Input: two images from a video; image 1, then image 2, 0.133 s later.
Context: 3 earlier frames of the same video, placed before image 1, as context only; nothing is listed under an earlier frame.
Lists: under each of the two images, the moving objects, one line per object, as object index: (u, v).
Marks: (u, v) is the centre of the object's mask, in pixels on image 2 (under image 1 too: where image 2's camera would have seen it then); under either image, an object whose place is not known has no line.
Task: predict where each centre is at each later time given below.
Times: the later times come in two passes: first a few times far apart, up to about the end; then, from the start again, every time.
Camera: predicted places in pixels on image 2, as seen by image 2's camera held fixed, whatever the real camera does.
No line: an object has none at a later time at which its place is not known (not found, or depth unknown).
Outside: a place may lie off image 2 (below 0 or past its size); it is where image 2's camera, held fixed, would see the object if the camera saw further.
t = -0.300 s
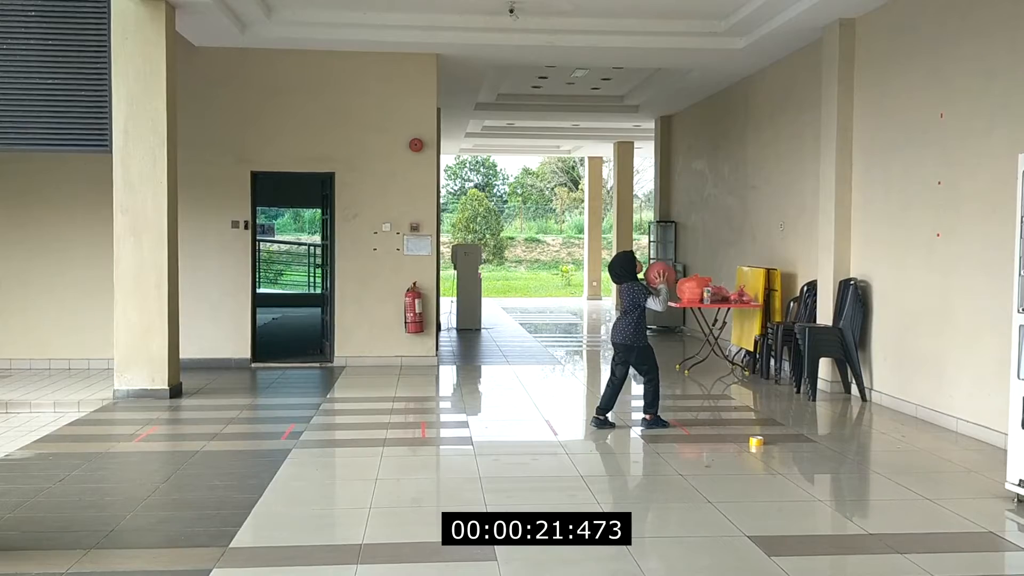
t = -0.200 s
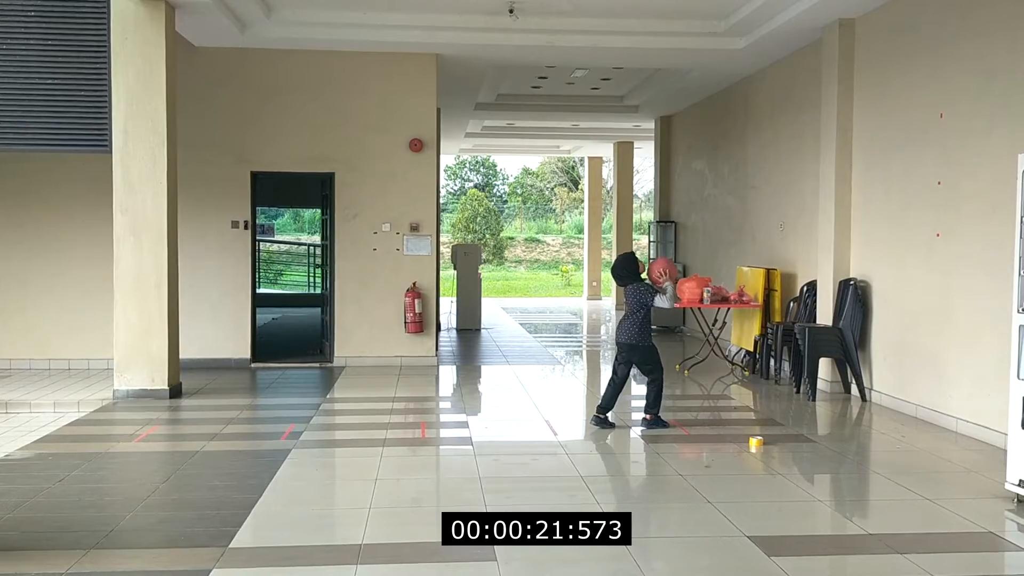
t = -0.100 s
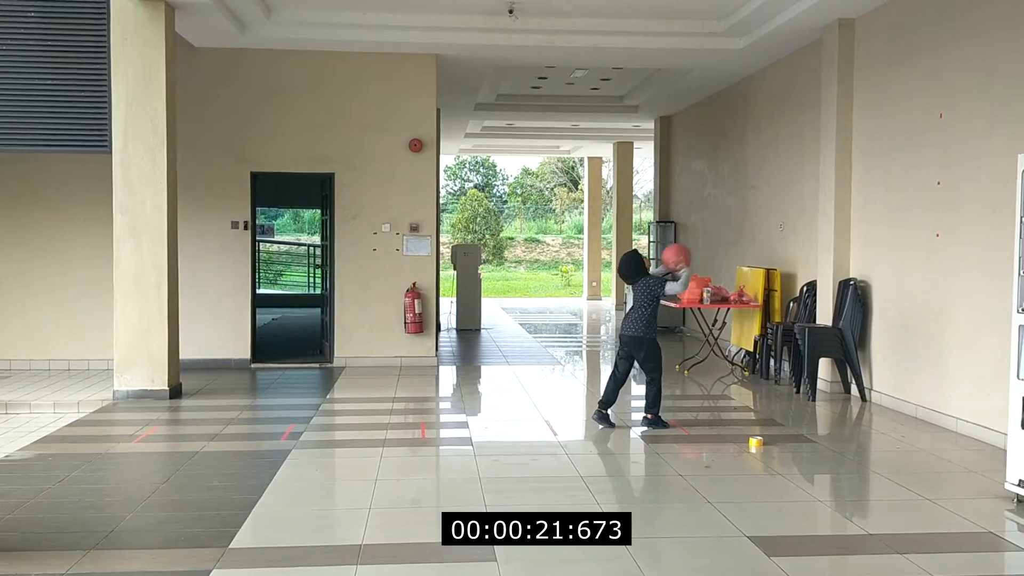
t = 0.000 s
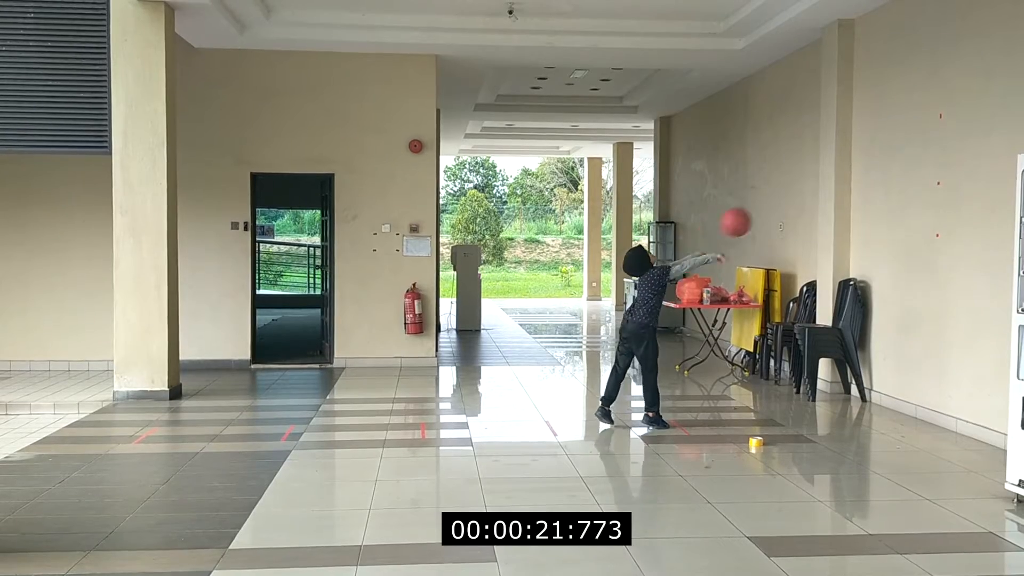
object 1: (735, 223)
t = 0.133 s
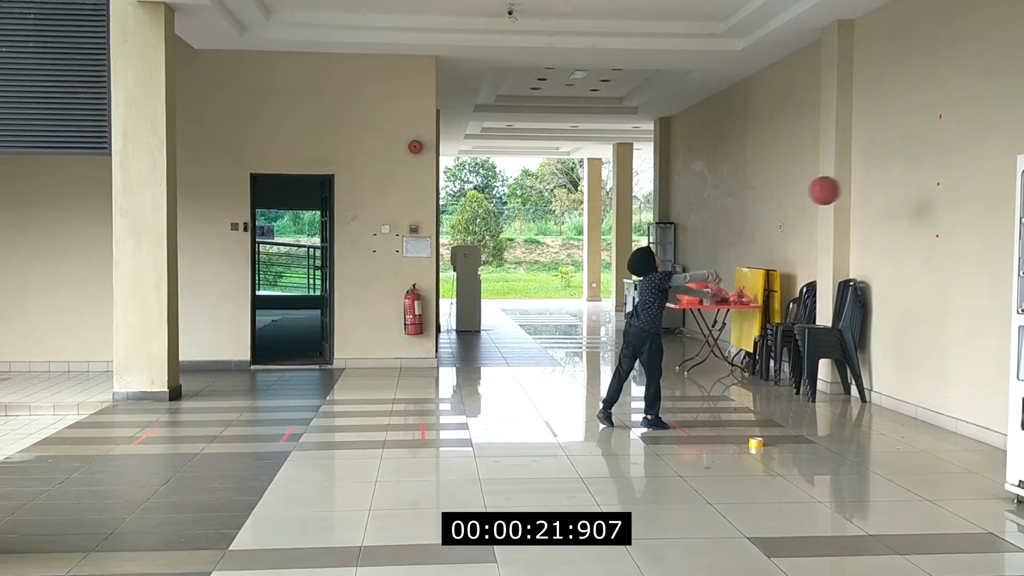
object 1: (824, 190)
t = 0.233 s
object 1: (888, 182)
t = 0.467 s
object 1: (807, 206)
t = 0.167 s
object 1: (846, 186)
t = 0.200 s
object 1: (867, 183)
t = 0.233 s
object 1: (888, 182)
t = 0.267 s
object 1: (909, 182)
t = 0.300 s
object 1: (904, 183)
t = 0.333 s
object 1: (885, 185)
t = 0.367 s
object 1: (866, 188)
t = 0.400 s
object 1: (846, 193)
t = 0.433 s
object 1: (827, 199)
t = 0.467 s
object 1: (807, 206)
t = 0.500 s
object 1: (788, 215)
